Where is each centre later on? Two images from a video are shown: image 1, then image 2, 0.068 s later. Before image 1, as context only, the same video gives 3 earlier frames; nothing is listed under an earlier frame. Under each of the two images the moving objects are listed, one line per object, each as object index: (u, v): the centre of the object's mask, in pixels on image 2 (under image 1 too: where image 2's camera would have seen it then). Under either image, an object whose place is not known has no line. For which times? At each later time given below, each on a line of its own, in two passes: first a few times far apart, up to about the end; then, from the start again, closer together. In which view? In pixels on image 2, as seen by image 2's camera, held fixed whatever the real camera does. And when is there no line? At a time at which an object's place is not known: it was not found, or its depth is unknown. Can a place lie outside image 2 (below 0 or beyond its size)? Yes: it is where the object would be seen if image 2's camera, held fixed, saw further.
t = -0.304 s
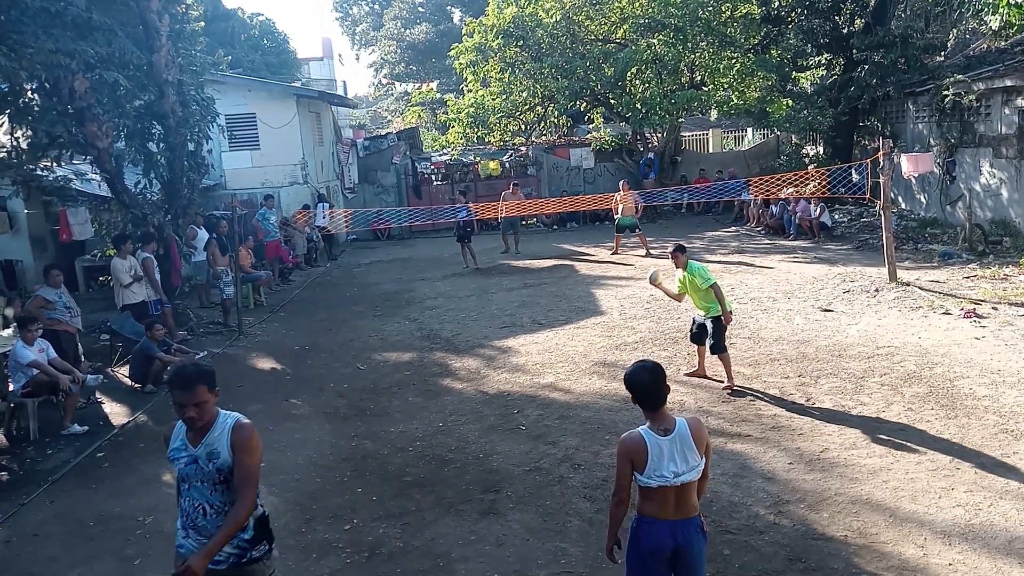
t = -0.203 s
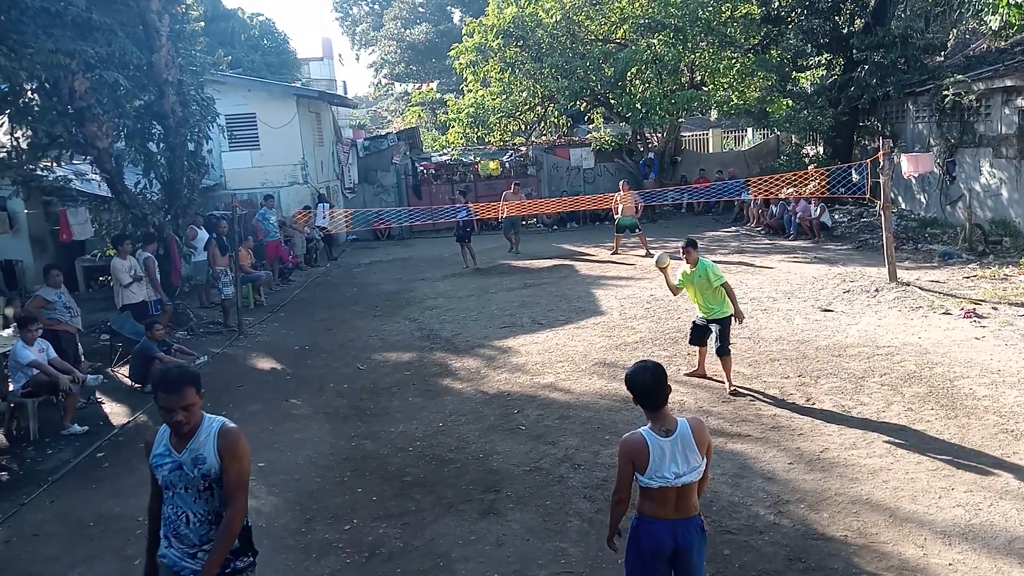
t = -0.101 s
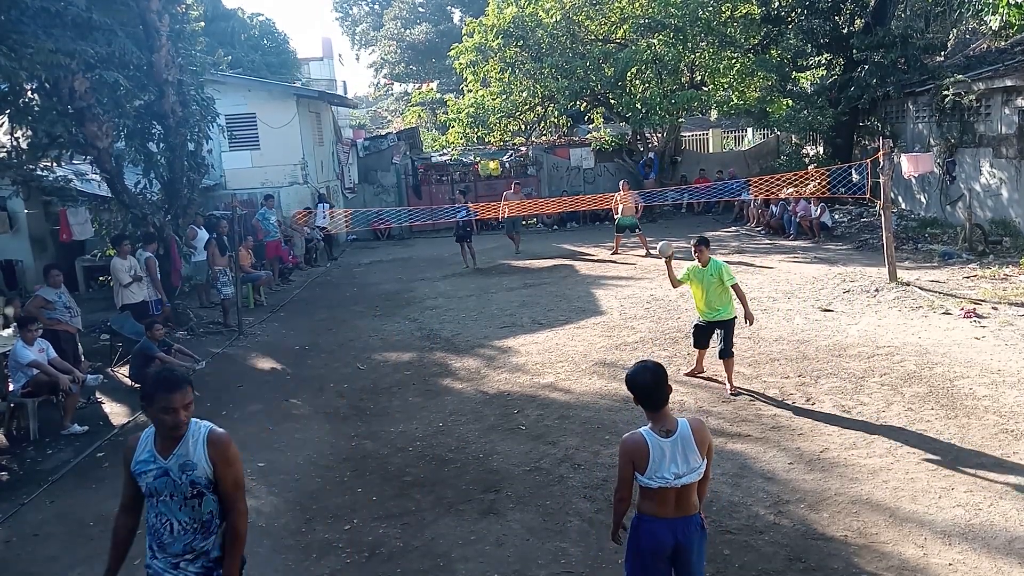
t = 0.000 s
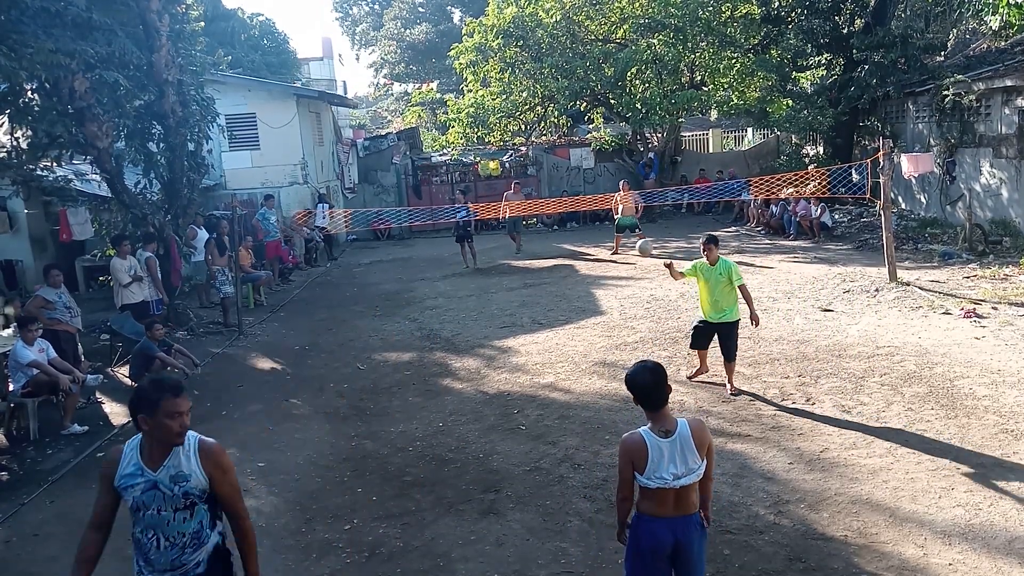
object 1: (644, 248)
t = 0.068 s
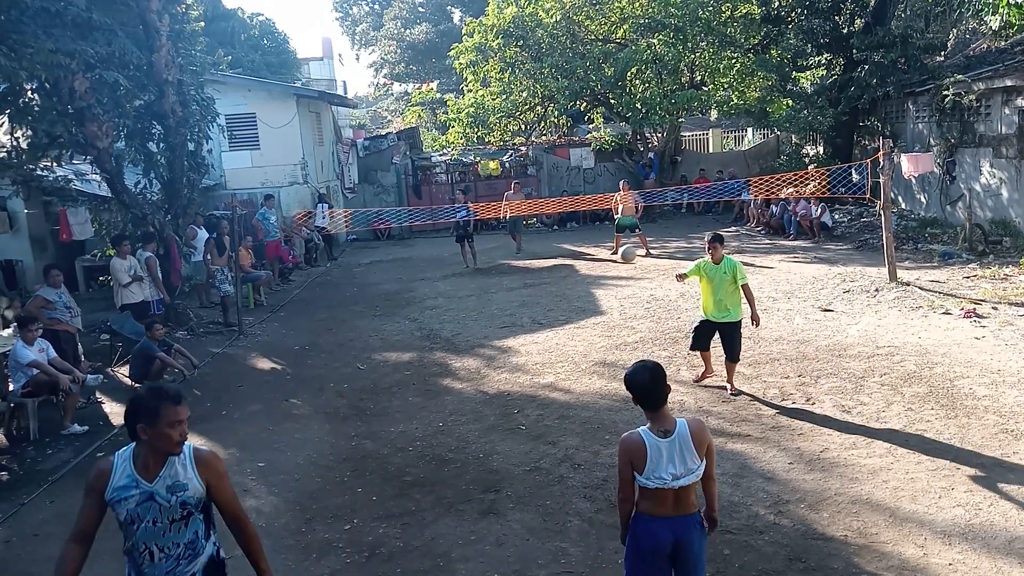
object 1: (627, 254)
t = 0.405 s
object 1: (520, 384)
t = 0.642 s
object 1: (425, 571)
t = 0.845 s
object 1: (353, 517)
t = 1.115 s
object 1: (241, 543)
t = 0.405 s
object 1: (520, 384)
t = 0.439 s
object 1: (510, 408)
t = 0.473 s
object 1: (497, 434)
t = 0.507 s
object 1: (483, 465)
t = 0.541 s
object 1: (469, 496)
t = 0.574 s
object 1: (454, 531)
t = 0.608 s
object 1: (438, 566)
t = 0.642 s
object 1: (425, 571)
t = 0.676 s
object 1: (414, 563)
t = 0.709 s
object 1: (402, 552)
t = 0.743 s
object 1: (391, 539)
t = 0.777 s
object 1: (378, 530)
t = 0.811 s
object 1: (366, 523)
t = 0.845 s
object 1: (353, 517)
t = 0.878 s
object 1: (340, 512)
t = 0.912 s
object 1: (327, 509)
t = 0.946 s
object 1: (314, 509)
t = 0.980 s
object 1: (299, 511)
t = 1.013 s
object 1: (285, 516)
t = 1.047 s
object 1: (272, 522)
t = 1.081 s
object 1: (256, 531)
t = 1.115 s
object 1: (241, 543)
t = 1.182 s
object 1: (212, 568)
